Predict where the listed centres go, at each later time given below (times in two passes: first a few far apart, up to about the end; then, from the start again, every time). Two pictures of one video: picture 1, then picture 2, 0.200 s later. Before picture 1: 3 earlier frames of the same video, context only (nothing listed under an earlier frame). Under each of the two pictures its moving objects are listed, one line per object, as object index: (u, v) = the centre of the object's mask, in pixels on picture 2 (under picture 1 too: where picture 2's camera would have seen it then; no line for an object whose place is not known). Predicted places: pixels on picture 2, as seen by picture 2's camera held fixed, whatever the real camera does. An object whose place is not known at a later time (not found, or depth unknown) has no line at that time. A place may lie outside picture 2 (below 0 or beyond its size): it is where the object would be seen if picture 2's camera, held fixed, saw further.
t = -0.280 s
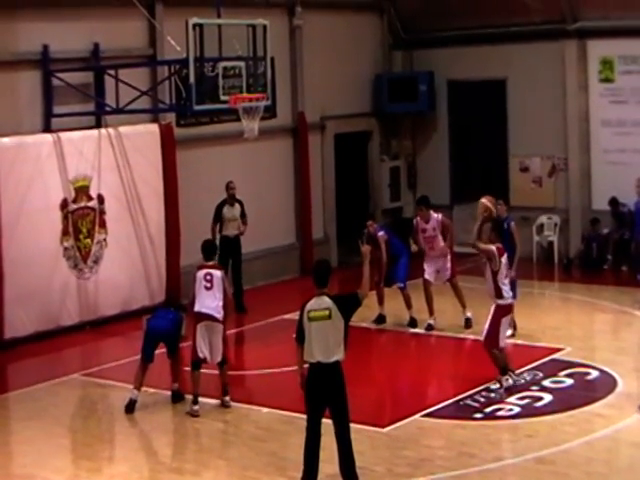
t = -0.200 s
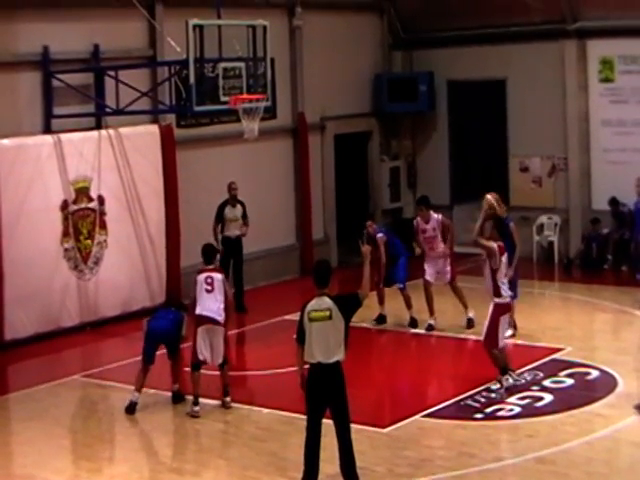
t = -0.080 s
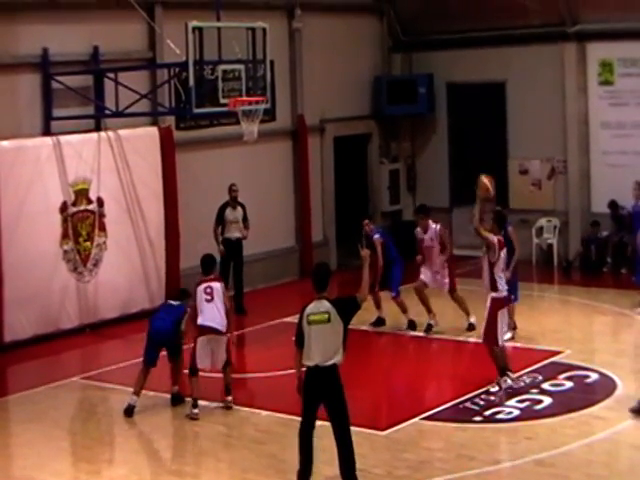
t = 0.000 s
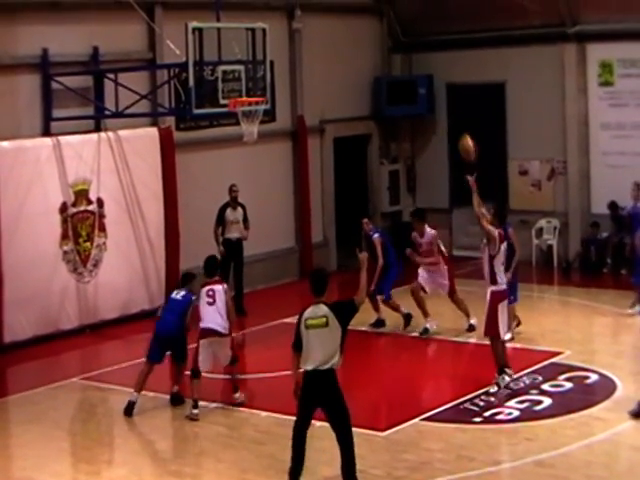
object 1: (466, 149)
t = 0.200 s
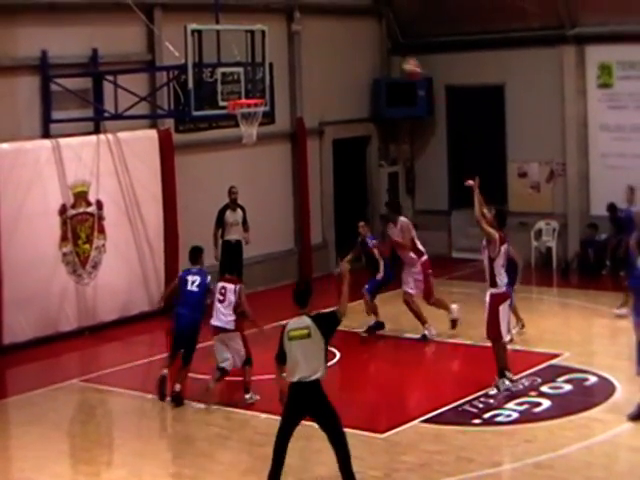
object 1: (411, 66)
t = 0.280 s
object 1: (390, 44)
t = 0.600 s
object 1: (318, 28)
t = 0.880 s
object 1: (263, 81)
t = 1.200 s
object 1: (244, 80)
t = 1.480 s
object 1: (264, 83)
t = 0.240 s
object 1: (401, 54)
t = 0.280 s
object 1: (390, 44)
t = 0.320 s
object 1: (381, 38)
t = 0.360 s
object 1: (372, 33)
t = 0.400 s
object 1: (362, 29)
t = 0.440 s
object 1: (353, 27)
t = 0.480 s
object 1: (343, 25)
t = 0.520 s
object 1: (334, 23)
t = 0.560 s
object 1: (326, 25)
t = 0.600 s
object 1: (318, 28)
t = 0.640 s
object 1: (309, 33)
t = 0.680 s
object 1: (300, 37)
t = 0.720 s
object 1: (293, 41)
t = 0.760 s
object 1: (283, 52)
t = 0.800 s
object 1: (277, 60)
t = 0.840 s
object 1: (268, 71)
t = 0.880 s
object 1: (263, 81)
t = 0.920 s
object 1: (256, 89)
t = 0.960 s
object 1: (251, 86)
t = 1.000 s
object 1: (247, 86)
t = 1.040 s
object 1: (244, 87)
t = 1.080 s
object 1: (239, 86)
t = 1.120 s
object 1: (236, 86)
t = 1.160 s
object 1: (240, 82)
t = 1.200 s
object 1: (244, 80)
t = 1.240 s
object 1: (247, 80)
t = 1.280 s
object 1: (251, 81)
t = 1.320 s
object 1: (255, 83)
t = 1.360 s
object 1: (260, 85)
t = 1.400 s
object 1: (262, 87)
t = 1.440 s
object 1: (263, 85)
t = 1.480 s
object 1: (264, 83)
